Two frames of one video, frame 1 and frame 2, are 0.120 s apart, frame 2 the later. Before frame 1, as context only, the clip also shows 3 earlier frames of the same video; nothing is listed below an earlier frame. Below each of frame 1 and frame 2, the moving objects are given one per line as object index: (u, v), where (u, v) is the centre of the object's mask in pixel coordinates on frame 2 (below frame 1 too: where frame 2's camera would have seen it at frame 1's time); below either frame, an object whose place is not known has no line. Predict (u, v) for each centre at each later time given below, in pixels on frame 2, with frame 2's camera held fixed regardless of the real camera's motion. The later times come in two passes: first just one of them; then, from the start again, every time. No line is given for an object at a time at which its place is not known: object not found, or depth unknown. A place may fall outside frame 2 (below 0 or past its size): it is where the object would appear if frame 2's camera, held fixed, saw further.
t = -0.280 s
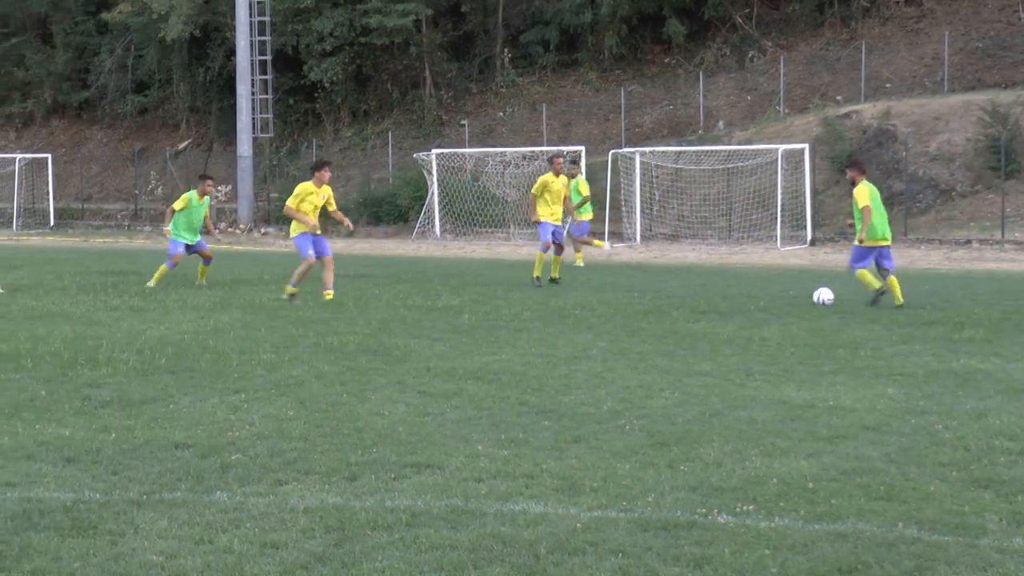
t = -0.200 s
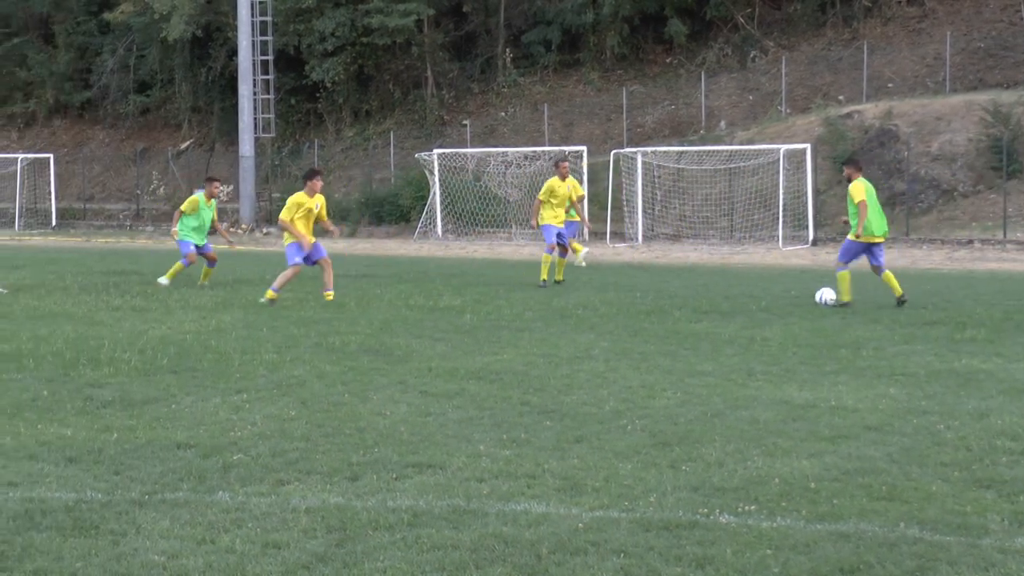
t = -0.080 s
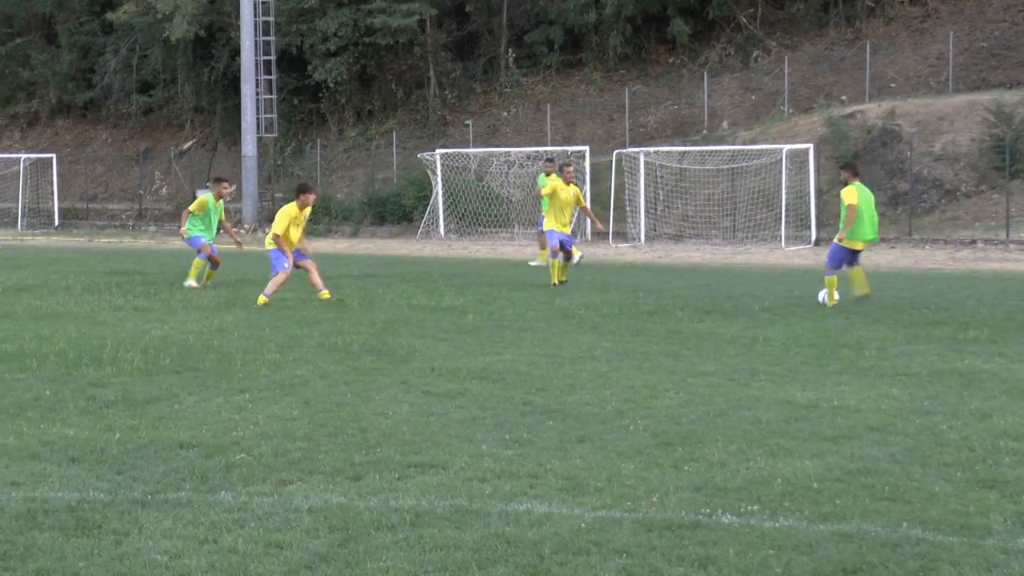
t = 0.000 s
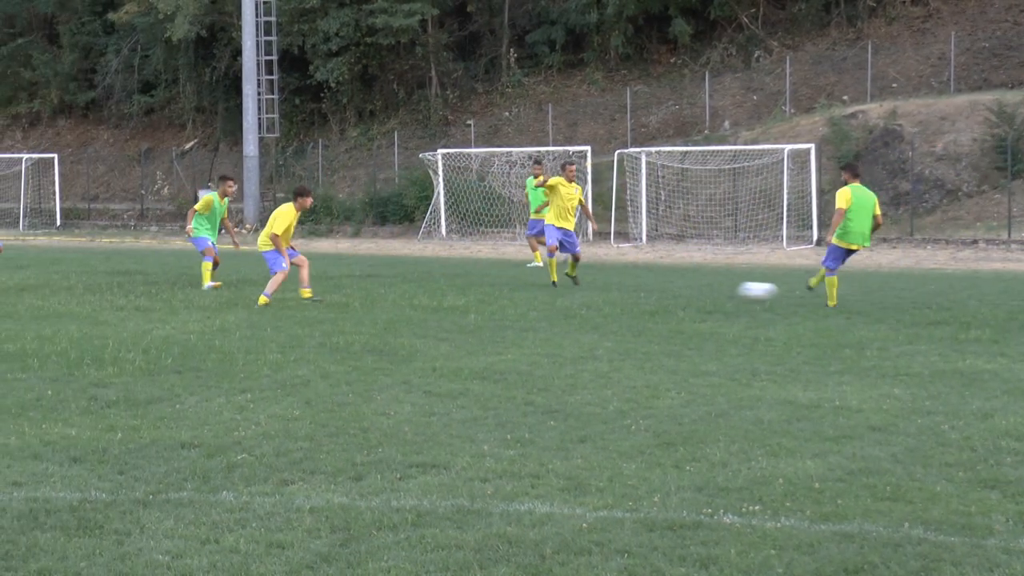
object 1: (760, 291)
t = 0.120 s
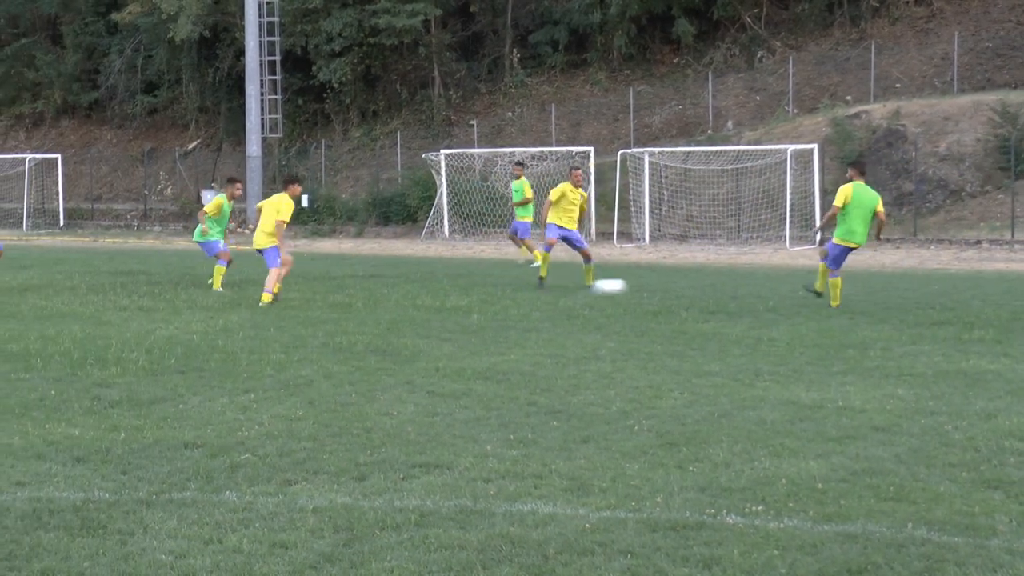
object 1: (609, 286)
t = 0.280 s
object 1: (438, 285)
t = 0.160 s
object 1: (561, 288)
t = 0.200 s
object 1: (515, 289)
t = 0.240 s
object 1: (476, 287)
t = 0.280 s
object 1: (438, 285)
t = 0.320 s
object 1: (402, 284)
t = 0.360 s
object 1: (367, 284)
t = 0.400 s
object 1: (332, 284)
